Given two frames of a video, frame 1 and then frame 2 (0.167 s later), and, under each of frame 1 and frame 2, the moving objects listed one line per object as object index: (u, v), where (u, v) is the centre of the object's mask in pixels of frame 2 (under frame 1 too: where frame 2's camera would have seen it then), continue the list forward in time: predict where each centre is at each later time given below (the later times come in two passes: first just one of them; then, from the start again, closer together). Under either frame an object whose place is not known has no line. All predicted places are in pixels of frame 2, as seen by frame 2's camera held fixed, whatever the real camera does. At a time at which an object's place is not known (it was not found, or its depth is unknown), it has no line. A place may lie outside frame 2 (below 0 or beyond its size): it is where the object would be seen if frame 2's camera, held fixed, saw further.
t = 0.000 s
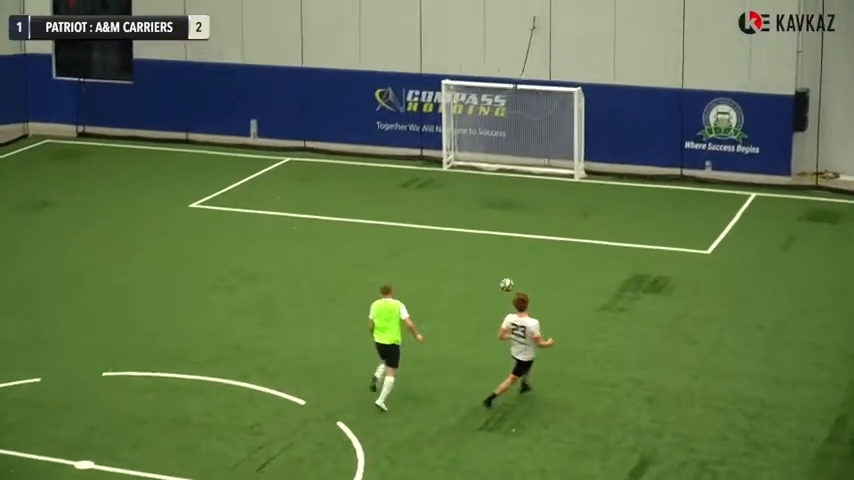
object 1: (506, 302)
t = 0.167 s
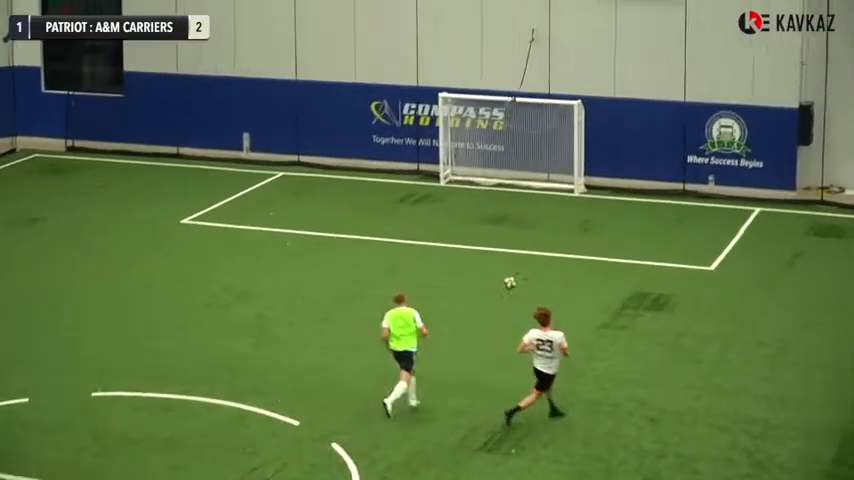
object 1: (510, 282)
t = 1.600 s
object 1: (516, 193)
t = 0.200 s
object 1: (510, 280)
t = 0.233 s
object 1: (510, 277)
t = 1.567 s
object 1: (516, 196)
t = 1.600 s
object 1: (516, 193)
